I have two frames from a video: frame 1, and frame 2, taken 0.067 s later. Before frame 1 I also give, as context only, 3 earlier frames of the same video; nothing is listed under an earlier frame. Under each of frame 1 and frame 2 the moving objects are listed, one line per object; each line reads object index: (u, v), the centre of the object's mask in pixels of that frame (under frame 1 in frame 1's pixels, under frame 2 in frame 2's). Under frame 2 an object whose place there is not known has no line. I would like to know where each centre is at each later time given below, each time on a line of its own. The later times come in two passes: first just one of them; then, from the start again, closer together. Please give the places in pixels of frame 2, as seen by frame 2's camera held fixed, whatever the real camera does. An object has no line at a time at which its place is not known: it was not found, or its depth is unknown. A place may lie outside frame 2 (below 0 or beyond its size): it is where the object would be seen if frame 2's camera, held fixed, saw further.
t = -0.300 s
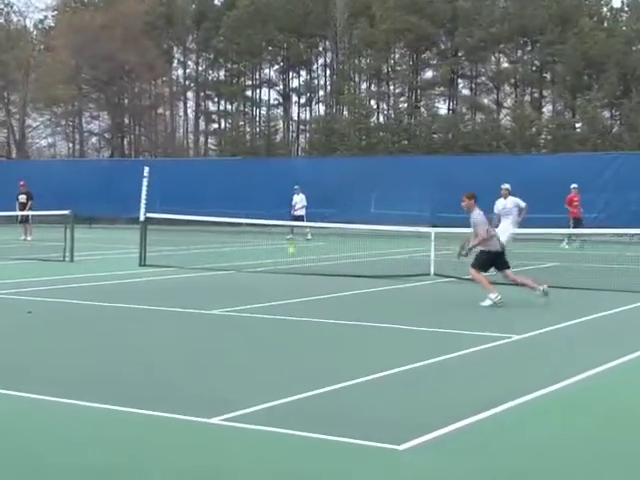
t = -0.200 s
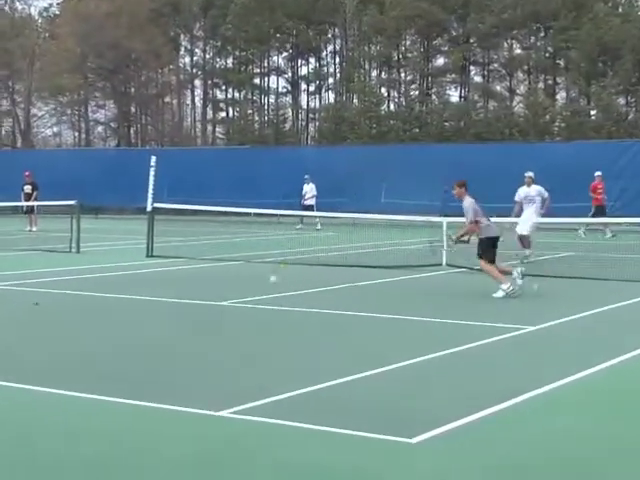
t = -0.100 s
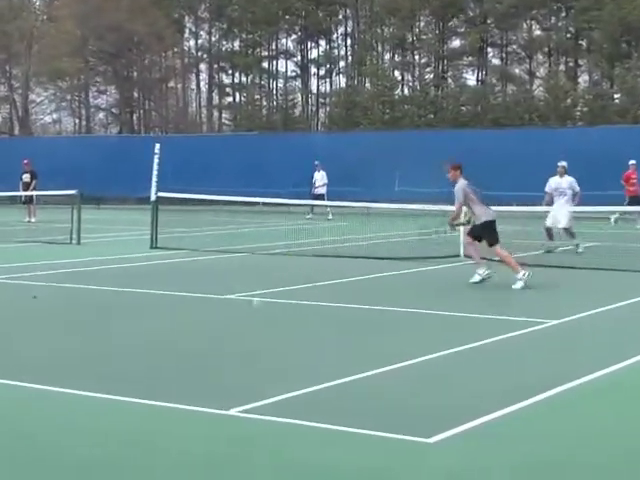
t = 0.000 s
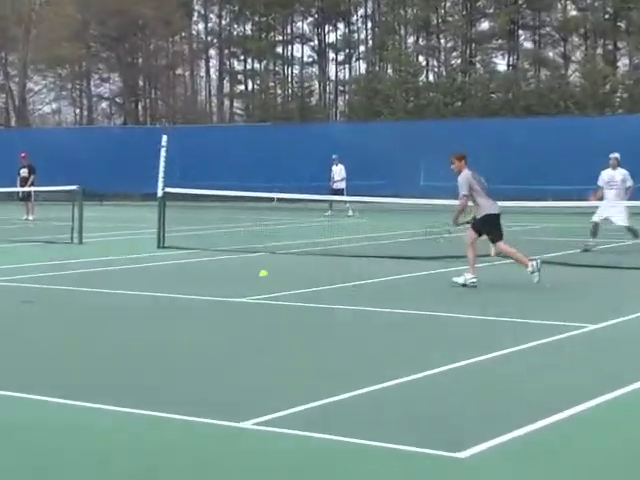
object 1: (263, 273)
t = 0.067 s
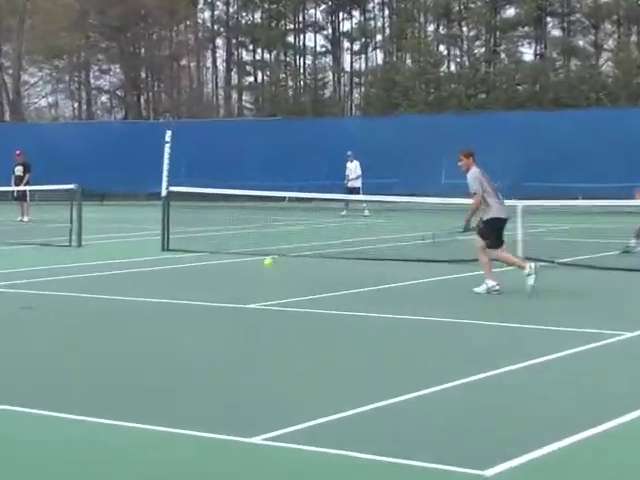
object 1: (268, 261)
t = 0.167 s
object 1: (260, 248)
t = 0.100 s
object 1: (264, 256)
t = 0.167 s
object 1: (260, 248)
